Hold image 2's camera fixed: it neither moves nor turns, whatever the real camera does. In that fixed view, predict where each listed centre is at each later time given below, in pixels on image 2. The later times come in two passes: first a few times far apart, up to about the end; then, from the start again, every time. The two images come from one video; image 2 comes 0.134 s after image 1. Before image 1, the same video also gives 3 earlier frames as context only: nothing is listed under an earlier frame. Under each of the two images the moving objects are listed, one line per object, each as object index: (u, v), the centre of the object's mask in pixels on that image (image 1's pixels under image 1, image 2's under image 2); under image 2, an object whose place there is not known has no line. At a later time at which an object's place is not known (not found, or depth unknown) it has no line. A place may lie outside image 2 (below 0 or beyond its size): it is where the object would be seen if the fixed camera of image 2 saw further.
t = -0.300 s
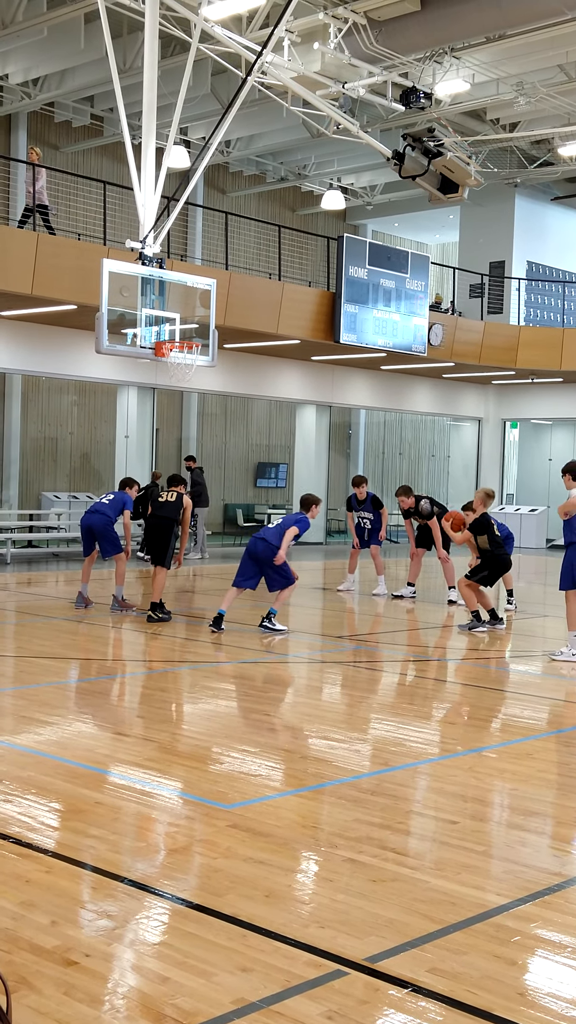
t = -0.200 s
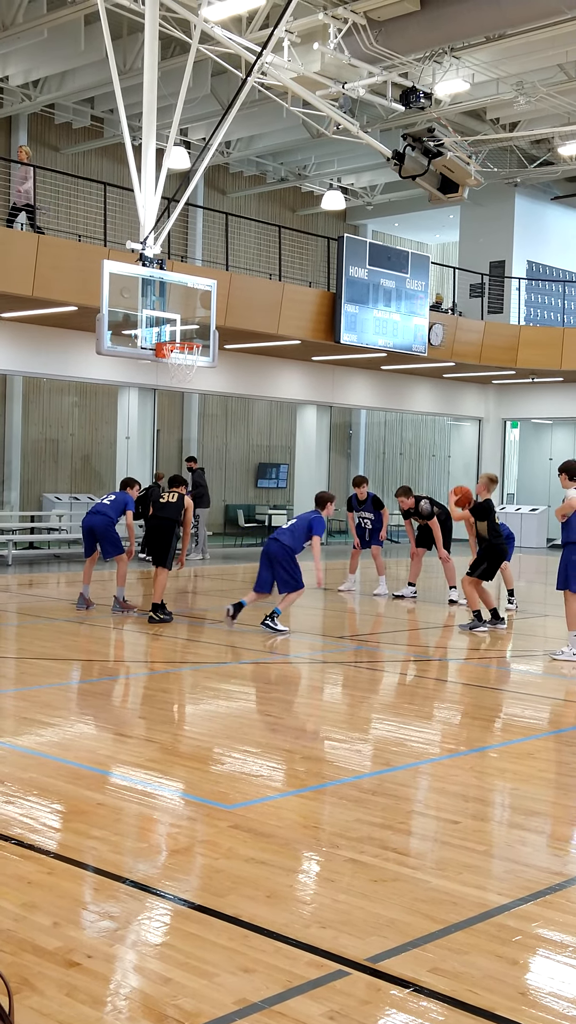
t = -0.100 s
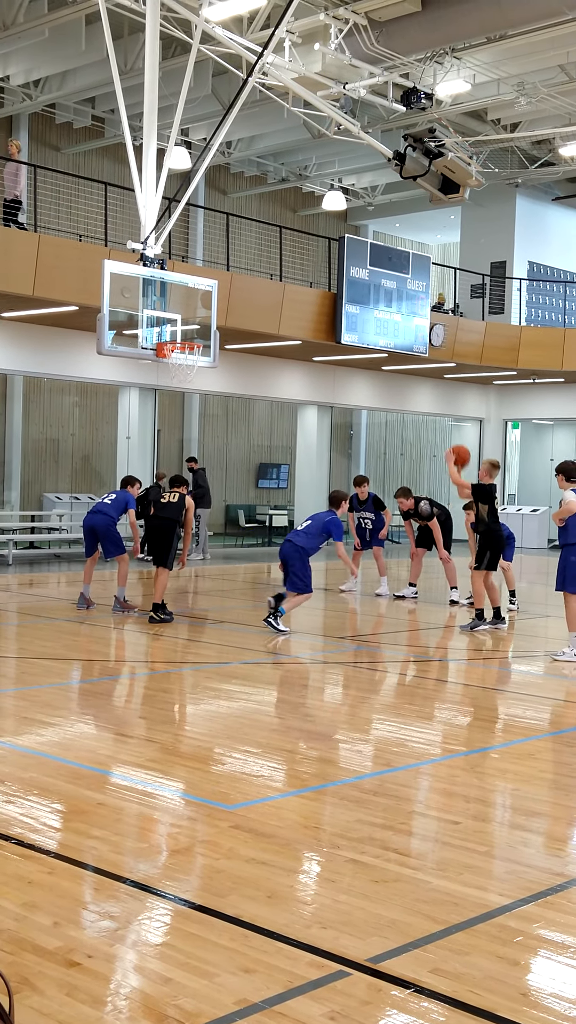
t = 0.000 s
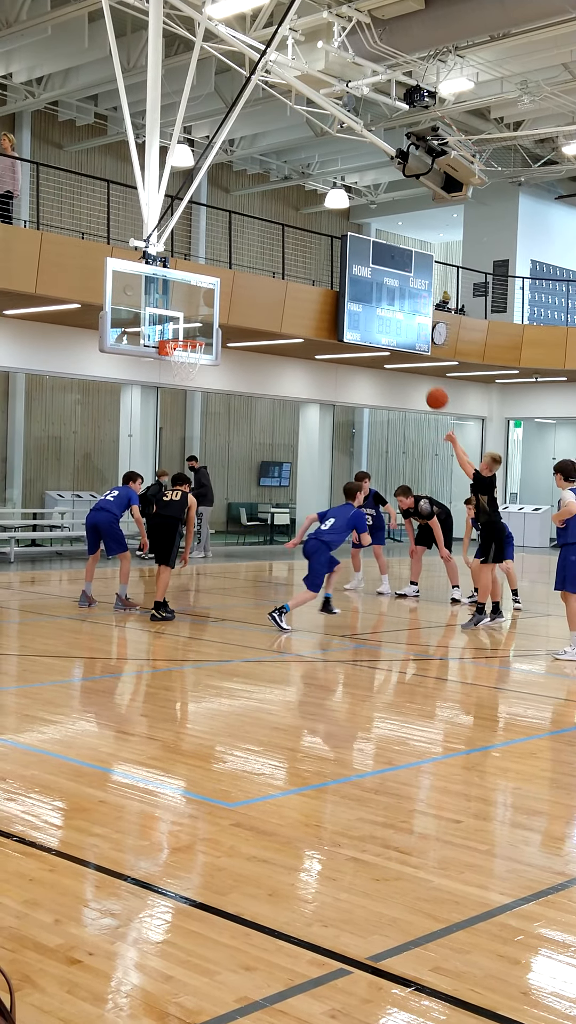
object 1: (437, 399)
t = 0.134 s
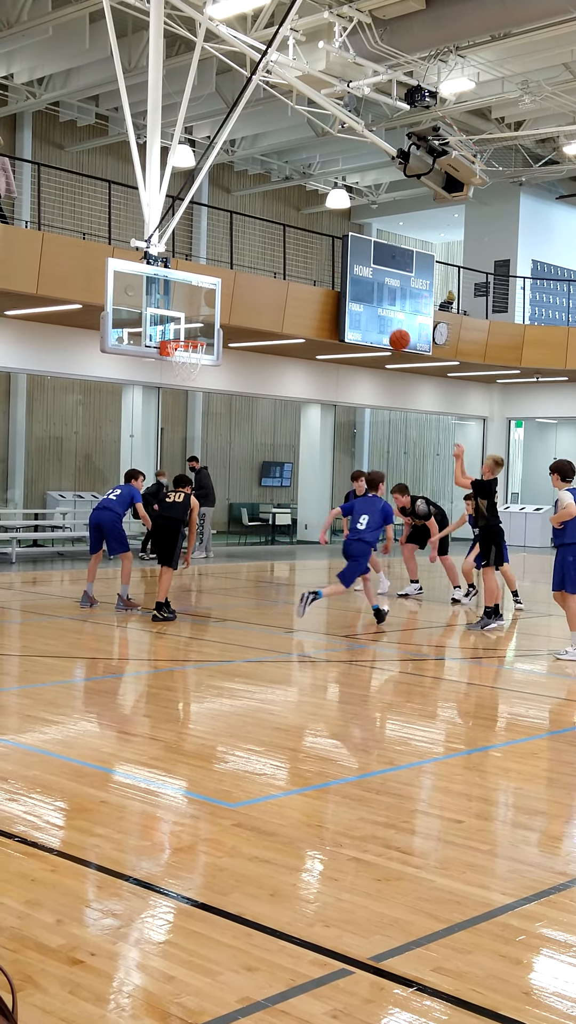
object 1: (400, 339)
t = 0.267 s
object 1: (362, 300)
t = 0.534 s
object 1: (293, 273)
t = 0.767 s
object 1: (237, 301)
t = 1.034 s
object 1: (224, 319)
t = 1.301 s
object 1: (261, 323)
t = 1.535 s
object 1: (292, 372)
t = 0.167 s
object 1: (390, 328)
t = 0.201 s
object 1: (381, 317)
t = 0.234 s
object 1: (371, 308)
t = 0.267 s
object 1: (362, 300)
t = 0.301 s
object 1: (353, 293)
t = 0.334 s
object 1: (344, 287)
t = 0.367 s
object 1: (336, 282)
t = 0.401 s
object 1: (327, 278)
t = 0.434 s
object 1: (318, 275)
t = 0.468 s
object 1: (310, 274)
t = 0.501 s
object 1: (301, 273)
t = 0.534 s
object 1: (293, 273)
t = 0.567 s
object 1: (284, 274)
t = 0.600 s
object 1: (277, 276)
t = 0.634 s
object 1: (268, 280)
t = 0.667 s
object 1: (260, 284)
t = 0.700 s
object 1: (252, 288)
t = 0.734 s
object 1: (244, 294)
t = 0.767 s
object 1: (237, 301)
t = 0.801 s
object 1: (230, 308)
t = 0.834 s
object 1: (222, 316)
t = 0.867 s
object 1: (214, 325)
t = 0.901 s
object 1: (206, 334)
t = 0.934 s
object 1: (209, 332)
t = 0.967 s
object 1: (214, 327)
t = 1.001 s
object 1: (219, 322)
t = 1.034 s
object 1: (224, 319)
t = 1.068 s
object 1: (229, 316)
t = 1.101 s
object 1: (233, 314)
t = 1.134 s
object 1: (238, 314)
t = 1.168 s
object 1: (242, 314)
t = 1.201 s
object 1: (247, 314)
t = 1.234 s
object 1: (252, 316)
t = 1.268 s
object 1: (256, 319)
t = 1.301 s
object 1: (261, 323)
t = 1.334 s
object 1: (265, 327)
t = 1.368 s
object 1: (271, 332)
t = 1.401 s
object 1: (275, 339)
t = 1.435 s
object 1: (279, 346)
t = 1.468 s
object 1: (283, 354)
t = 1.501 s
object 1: (288, 362)
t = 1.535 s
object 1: (292, 372)
